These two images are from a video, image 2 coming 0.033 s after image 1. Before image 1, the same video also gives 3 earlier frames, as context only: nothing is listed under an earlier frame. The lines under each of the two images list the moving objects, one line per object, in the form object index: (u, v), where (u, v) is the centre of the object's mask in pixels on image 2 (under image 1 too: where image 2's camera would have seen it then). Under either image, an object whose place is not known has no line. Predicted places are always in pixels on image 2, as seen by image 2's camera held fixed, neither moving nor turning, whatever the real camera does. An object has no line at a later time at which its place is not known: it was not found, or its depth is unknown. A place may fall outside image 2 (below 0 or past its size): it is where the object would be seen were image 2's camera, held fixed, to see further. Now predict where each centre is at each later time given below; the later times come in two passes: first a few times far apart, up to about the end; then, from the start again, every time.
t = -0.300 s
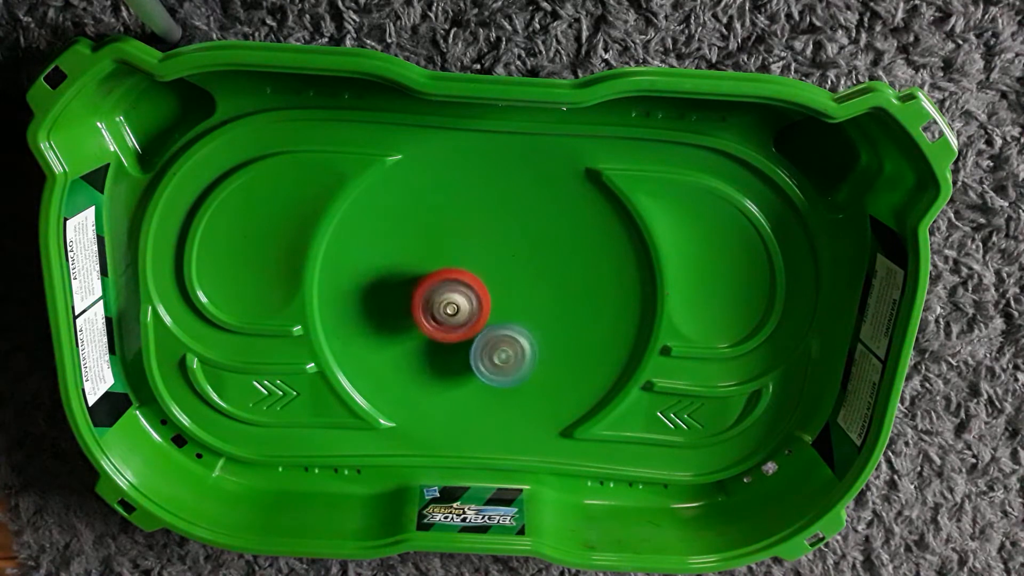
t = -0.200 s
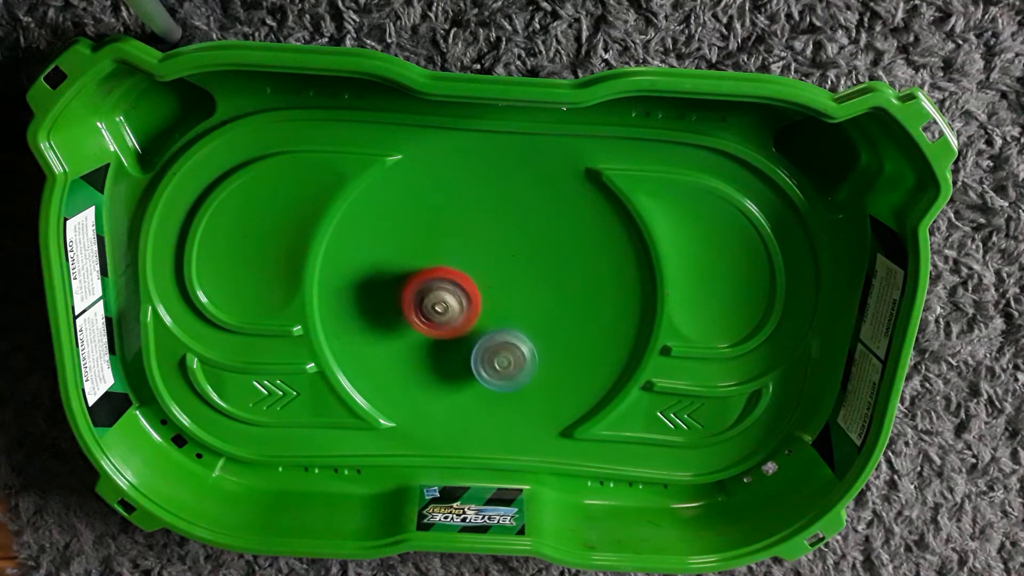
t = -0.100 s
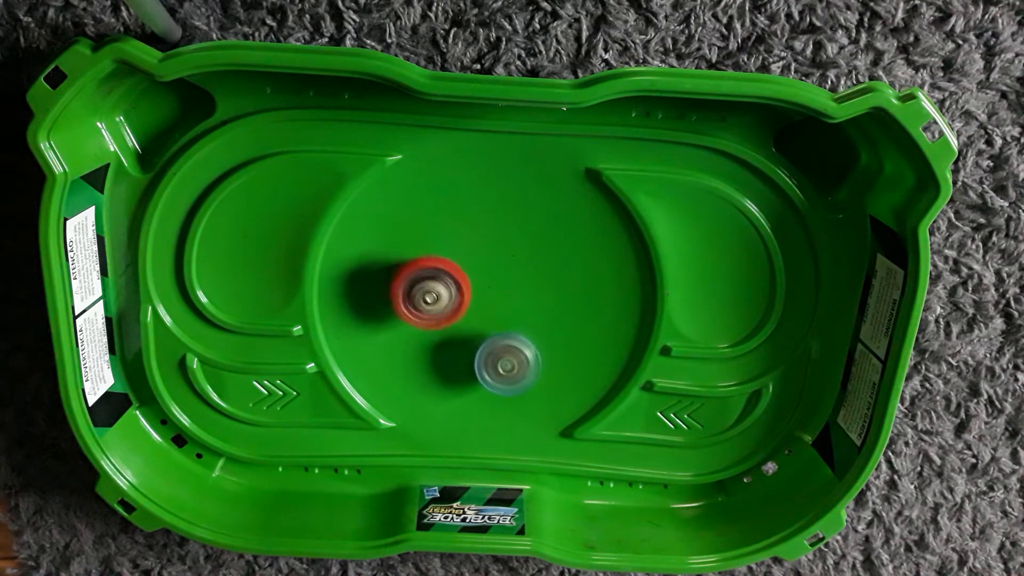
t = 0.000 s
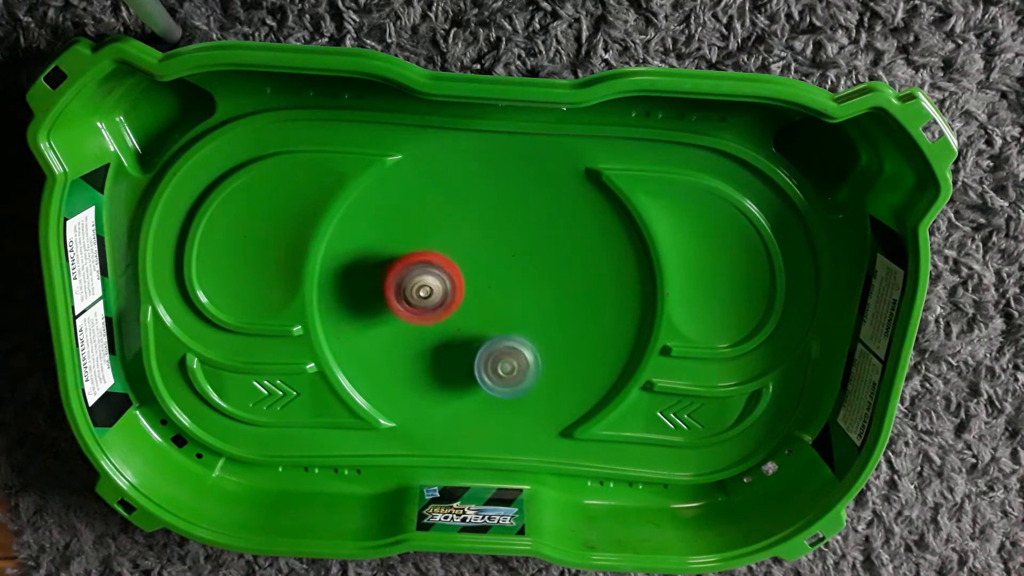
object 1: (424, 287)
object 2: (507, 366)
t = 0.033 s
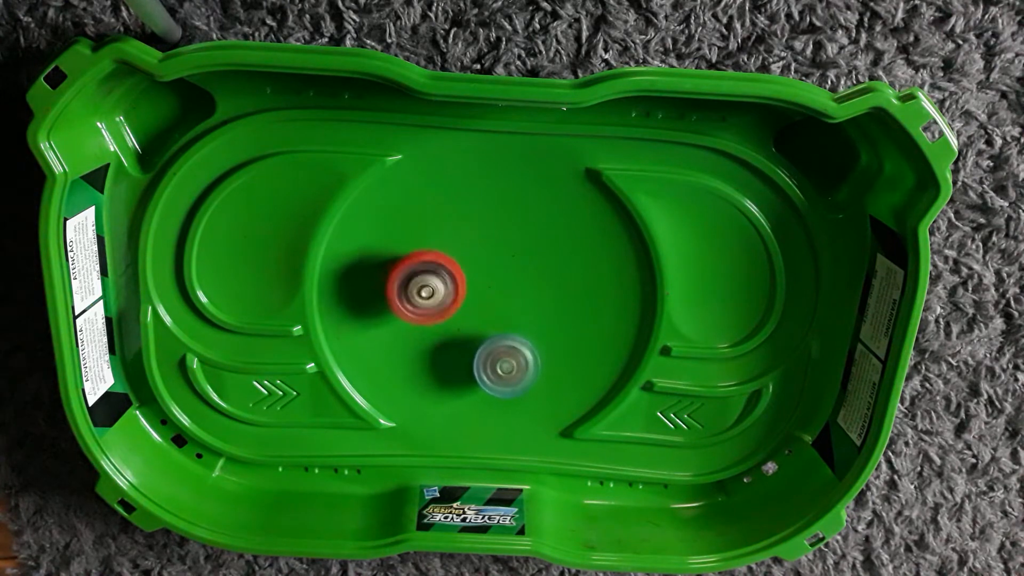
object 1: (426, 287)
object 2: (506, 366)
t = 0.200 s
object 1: (439, 297)
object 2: (500, 361)
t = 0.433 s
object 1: (454, 296)
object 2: (504, 364)
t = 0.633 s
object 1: (459, 284)
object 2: (508, 370)
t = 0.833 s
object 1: (473, 291)
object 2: (504, 364)
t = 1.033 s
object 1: (482, 292)
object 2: (503, 359)
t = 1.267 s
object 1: (487, 287)
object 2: (504, 357)
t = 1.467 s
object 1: (485, 284)
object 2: (504, 358)
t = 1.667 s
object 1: (483, 292)
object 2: (500, 359)
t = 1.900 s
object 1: (471, 285)
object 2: (497, 368)
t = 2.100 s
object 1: (464, 292)
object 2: (492, 363)
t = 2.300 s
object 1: (452, 296)
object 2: (498, 366)
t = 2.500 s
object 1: (449, 304)
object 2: (503, 369)
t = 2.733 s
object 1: (452, 320)
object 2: (509, 366)
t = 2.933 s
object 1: (449, 318)
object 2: (521, 368)
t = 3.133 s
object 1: (458, 322)
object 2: (524, 360)
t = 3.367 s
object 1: (453, 313)
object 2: (527, 361)
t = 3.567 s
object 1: (448, 307)
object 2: (526, 355)
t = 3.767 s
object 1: (454, 311)
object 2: (521, 342)
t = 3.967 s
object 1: (445, 308)
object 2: (527, 343)
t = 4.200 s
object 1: (438, 312)
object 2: (529, 351)
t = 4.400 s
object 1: (453, 322)
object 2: (522, 347)
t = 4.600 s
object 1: (455, 324)
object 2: (532, 343)
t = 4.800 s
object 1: (463, 329)
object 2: (536, 339)
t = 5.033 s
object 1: (456, 331)
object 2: (537, 339)
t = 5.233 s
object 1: (449, 332)
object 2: (534, 334)
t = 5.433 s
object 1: (452, 338)
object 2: (526, 328)
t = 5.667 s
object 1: (448, 345)
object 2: (537, 317)
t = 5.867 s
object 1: (457, 342)
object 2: (538, 316)
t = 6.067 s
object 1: (460, 339)
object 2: (536, 316)
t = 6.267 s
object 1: (452, 339)
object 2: (535, 311)
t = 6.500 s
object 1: (455, 341)
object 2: (525, 309)
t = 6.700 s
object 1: (451, 346)
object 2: (533, 306)
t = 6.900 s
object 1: (453, 348)
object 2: (533, 310)
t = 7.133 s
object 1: (463, 346)
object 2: (525, 305)
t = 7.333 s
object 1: (454, 350)
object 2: (536, 299)
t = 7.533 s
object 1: (458, 347)
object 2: (528, 300)
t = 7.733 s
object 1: (466, 342)
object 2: (521, 288)
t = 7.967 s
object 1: (466, 339)
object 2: (518, 284)
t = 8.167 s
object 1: (465, 346)
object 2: (517, 286)
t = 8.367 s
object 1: (469, 355)
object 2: (511, 290)
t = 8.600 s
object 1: (479, 358)
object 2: (508, 287)
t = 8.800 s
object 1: (483, 353)
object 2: (504, 284)
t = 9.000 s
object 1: (487, 359)
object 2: (502, 285)
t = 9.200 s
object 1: (488, 358)
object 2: (496, 286)
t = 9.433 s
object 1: (490, 367)
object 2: (500, 276)
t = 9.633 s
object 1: (490, 359)
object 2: (494, 287)
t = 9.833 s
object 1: (488, 371)
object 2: (492, 276)
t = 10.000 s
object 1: (491, 377)
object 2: (492, 270)
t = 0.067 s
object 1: (425, 288)
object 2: (505, 365)
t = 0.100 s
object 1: (428, 289)
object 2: (504, 365)
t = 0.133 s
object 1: (431, 291)
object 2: (503, 363)
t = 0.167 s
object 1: (434, 293)
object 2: (501, 362)
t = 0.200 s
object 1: (439, 297)
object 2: (500, 361)
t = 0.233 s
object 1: (442, 300)
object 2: (499, 359)
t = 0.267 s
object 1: (447, 303)
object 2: (498, 356)
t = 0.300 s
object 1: (450, 305)
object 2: (497, 357)
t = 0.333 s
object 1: (451, 306)
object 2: (497, 358)
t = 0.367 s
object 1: (453, 303)
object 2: (500, 359)
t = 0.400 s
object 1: (453, 300)
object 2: (503, 363)
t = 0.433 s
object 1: (454, 296)
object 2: (504, 364)
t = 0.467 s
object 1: (453, 293)
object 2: (506, 365)
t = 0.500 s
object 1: (455, 290)
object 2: (506, 367)
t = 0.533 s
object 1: (455, 288)
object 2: (507, 368)
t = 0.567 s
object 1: (457, 286)
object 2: (507, 369)
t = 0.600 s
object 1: (459, 285)
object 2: (507, 369)
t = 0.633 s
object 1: (459, 284)
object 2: (508, 370)
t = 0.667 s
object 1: (462, 284)
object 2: (507, 370)
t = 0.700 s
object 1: (463, 285)
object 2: (507, 370)
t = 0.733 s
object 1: (466, 285)
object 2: (506, 369)
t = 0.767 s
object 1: (468, 287)
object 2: (506, 367)
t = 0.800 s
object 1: (470, 289)
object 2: (504, 366)
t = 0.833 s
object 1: (473, 291)
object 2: (504, 364)
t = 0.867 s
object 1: (475, 293)
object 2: (503, 362)
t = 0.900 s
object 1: (479, 296)
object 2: (502, 360)
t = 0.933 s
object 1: (480, 296)
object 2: (502, 360)
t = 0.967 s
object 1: (481, 295)
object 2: (501, 360)
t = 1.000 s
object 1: (481, 294)
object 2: (503, 360)
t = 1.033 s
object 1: (482, 292)
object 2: (503, 359)
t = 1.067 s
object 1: (484, 290)
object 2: (504, 358)
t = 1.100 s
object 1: (484, 289)
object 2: (504, 358)
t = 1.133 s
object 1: (487, 289)
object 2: (504, 356)
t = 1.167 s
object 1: (486, 289)
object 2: (504, 356)
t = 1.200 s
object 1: (489, 289)
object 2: (504, 355)
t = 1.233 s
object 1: (488, 289)
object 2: (504, 355)
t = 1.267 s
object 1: (487, 287)
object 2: (504, 357)
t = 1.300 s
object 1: (488, 286)
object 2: (505, 357)
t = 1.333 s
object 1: (487, 283)
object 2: (505, 358)
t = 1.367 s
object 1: (486, 284)
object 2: (504, 358)
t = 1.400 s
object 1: (487, 283)
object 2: (504, 359)
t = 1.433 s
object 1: (486, 284)
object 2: (504, 359)
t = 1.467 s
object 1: (485, 284)
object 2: (504, 358)
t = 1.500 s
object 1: (485, 286)
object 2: (503, 359)
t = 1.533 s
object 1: (484, 288)
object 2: (502, 358)
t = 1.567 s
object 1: (484, 290)
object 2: (501, 357)
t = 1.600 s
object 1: (482, 290)
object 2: (500, 359)
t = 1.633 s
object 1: (482, 292)
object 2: (500, 359)
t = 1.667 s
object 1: (483, 292)
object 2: (500, 359)
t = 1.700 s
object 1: (481, 293)
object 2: (498, 359)
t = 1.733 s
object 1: (479, 293)
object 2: (498, 360)
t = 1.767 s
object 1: (477, 290)
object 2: (498, 364)
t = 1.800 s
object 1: (476, 289)
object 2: (498, 366)
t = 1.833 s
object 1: (474, 285)
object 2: (498, 366)
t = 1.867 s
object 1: (471, 285)
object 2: (497, 369)
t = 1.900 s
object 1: (471, 285)
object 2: (497, 368)
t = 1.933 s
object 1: (469, 284)
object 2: (496, 368)
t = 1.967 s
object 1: (467, 285)
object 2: (496, 369)
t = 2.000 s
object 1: (467, 287)
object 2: (494, 367)
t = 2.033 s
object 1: (465, 287)
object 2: (493, 367)
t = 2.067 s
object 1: (464, 291)
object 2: (493, 365)
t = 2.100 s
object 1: (464, 292)
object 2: (492, 363)
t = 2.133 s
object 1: (463, 296)
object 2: (491, 361)
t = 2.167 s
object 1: (462, 298)
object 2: (491, 360)
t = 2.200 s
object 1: (459, 300)
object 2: (491, 361)
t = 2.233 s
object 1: (456, 299)
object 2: (494, 363)
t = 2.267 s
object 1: (455, 299)
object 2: (495, 364)
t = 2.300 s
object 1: (452, 296)
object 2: (498, 366)
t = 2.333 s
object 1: (449, 299)
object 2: (498, 366)
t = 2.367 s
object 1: (450, 298)
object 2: (500, 368)
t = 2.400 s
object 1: (448, 299)
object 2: (501, 368)
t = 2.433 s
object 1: (447, 301)
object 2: (502, 369)
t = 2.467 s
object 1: (447, 303)
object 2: (503, 369)
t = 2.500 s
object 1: (449, 304)
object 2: (503, 369)
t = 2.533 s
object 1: (448, 307)
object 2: (504, 368)
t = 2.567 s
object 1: (451, 310)
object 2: (505, 367)
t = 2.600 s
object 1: (452, 312)
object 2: (504, 367)
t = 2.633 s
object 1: (455, 315)
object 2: (505, 365)
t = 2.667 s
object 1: (455, 317)
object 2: (506, 366)
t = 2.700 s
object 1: (454, 319)
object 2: (507, 367)
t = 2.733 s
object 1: (452, 320)
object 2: (509, 366)
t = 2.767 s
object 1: (453, 319)
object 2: (511, 367)
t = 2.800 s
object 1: (451, 317)
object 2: (515, 368)
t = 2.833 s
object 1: (449, 319)
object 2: (515, 368)
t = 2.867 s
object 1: (451, 319)
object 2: (518, 368)
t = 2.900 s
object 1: (450, 317)
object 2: (520, 368)
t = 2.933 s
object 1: (449, 318)
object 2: (521, 368)
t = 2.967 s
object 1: (451, 320)
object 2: (523, 367)
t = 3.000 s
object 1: (453, 319)
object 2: (523, 367)
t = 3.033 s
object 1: (452, 319)
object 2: (524, 365)
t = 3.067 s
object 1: (455, 322)
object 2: (524, 363)
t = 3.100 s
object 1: (457, 321)
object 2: (524, 363)
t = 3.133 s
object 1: (458, 322)
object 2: (524, 360)
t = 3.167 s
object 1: (461, 324)
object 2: (524, 359)
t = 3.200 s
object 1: (462, 323)
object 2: (523, 359)
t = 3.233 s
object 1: (461, 321)
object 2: (523, 359)
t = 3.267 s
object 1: (458, 320)
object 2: (525, 360)
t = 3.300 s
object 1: (459, 318)
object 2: (525, 360)
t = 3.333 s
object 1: (456, 314)
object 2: (528, 360)
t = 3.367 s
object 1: (453, 313)
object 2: (527, 361)
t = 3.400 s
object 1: (453, 312)
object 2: (528, 360)
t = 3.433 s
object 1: (451, 310)
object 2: (528, 359)
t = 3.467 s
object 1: (449, 308)
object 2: (528, 360)
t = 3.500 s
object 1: (448, 308)
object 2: (526, 358)
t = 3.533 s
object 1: (449, 307)
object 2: (527, 357)
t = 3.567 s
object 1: (448, 307)
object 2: (526, 355)
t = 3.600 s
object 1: (448, 307)
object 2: (524, 354)
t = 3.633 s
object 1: (450, 307)
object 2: (523, 350)
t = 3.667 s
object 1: (450, 308)
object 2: (522, 350)
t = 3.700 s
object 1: (451, 309)
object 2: (521, 346)
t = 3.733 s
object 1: (454, 311)
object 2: (519, 344)
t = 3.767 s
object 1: (454, 311)
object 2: (521, 342)
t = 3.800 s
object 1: (454, 312)
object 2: (520, 342)
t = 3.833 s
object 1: (453, 312)
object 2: (519, 342)
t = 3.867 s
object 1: (453, 312)
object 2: (520, 341)
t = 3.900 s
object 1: (448, 310)
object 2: (525, 342)
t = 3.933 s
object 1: (445, 310)
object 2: (527, 344)
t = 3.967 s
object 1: (445, 308)
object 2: (527, 343)
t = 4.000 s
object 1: (440, 307)
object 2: (531, 346)
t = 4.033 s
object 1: (439, 308)
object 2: (531, 348)
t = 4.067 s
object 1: (437, 308)
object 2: (531, 349)
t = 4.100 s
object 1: (437, 308)
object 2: (531, 348)
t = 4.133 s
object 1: (435, 309)
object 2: (533, 350)
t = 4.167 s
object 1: (436, 312)
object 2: (530, 352)
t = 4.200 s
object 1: (438, 312)
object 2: (529, 351)
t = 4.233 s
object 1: (438, 313)
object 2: (529, 350)
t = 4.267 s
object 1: (441, 315)
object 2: (529, 351)
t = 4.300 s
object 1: (443, 317)
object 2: (523, 350)
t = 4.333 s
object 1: (448, 319)
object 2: (523, 348)
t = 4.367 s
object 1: (450, 319)
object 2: (521, 347)
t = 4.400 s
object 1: (453, 322)
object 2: (522, 347)
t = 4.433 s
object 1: (452, 324)
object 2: (522, 348)
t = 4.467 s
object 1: (454, 326)
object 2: (524, 347)
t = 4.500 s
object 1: (454, 325)
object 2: (527, 347)
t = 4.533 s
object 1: (452, 326)
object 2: (527, 345)
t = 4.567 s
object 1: (455, 327)
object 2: (528, 343)
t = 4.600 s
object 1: (455, 324)
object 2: (532, 343)
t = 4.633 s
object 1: (454, 325)
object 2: (533, 343)
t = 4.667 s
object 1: (456, 326)
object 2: (534, 342)
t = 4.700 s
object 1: (458, 327)
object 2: (534, 341)
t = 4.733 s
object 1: (460, 326)
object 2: (536, 340)
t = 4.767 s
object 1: (460, 326)
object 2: (535, 340)
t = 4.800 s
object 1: (463, 329)
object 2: (536, 339)
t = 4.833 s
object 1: (463, 328)
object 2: (537, 340)
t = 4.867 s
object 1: (462, 328)
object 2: (536, 340)
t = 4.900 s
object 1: (463, 328)
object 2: (536, 338)
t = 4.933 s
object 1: (462, 328)
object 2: (537, 336)
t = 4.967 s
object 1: (462, 329)
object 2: (537, 338)
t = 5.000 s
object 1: (460, 329)
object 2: (537, 339)
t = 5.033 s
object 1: (456, 331)
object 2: (537, 339)
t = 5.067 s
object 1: (456, 331)
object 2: (536, 338)
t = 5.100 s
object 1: (454, 330)
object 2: (538, 336)
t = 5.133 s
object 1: (450, 330)
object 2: (538, 338)
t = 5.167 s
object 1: (448, 333)
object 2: (536, 337)
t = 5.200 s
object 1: (449, 333)
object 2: (535, 336)
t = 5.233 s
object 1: (449, 332)
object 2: (534, 334)
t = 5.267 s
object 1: (447, 333)
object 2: (534, 335)
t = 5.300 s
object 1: (447, 336)
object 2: (530, 333)
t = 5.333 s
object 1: (450, 336)
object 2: (531, 331)
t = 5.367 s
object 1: (451, 335)
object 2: (529, 331)
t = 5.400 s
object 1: (451, 337)
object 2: (528, 330)
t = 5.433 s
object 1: (452, 338)
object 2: (526, 328)
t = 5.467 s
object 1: (450, 342)
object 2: (530, 326)
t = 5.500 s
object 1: (450, 343)
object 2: (531, 324)
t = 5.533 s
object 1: (449, 343)
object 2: (532, 321)
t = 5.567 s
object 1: (447, 343)
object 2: (535, 319)
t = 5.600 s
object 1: (445, 345)
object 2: (537, 319)
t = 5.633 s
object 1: (447, 347)
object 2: (537, 319)
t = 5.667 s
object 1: (448, 345)
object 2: (537, 317)
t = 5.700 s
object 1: (447, 345)
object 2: (539, 316)
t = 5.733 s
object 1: (448, 347)
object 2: (540, 317)
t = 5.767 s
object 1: (451, 346)
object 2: (538, 317)
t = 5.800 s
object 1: (454, 345)
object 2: (539, 316)
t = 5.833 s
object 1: (457, 343)
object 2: (539, 316)
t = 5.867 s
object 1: (457, 342)
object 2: (538, 316)
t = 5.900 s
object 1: (460, 341)
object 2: (535, 317)
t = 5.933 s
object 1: (464, 339)
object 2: (535, 315)
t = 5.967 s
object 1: (464, 338)
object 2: (535, 315)
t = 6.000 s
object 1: (464, 338)
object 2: (536, 317)
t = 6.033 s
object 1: (462, 338)
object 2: (536, 316)
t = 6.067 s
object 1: (460, 339)
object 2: (536, 316)
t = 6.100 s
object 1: (460, 338)
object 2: (535, 314)
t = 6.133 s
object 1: (457, 336)
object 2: (537, 313)
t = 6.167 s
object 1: (453, 338)
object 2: (538, 314)
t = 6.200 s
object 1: (454, 340)
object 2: (536, 314)
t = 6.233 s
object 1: (454, 339)
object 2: (535, 313)
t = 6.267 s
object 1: (452, 339)
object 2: (535, 311)
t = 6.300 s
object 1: (451, 340)
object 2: (535, 312)
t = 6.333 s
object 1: (451, 341)
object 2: (532, 313)
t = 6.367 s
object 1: (453, 341)
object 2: (529, 311)
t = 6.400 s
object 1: (454, 340)
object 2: (528, 309)
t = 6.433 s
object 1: (453, 340)
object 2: (528, 309)
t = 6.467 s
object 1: (455, 341)
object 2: (526, 311)
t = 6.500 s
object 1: (455, 341)
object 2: (525, 309)
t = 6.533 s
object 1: (456, 342)
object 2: (526, 309)
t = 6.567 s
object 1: (455, 342)
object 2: (525, 309)
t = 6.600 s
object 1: (450, 345)
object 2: (529, 308)
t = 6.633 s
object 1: (450, 348)
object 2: (530, 308)
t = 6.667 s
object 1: (452, 348)
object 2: (530, 307)
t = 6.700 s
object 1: (451, 346)
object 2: (533, 306)
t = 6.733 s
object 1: (447, 348)
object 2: (535, 307)
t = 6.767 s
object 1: (448, 351)
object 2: (534, 307)
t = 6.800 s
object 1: (449, 353)
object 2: (534, 307)
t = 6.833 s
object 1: (453, 353)
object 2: (533, 306)
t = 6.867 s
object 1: (455, 350)
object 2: (535, 307)
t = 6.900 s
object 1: (453, 348)
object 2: (533, 310)
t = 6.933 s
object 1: (453, 349)
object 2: (529, 310)
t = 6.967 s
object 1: (458, 349)
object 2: (528, 309)
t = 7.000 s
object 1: (463, 347)
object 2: (527, 308)
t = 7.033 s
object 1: (462, 346)
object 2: (530, 309)
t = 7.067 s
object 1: (462, 346)
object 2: (529, 309)
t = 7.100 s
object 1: (462, 347)
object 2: (527, 308)
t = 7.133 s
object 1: (463, 346)
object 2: (525, 305)
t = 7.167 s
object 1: (459, 346)
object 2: (532, 301)
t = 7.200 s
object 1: (456, 349)
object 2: (534, 302)
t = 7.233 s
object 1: (457, 351)
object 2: (532, 301)
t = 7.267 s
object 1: (458, 350)
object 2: (532, 299)
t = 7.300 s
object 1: (456, 349)
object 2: (534, 298)
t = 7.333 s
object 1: (454, 350)
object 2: (536, 299)
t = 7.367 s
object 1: (454, 351)
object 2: (533, 299)
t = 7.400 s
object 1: (456, 353)
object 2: (532, 298)
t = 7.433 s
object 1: (460, 352)
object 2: (531, 297)
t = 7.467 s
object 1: (461, 347)
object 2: (532, 297)
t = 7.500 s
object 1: (458, 345)
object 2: (531, 298)
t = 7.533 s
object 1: (458, 347)
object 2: (528, 300)
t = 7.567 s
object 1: (463, 347)
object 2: (524, 298)
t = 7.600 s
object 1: (466, 345)
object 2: (522, 296)
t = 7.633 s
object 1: (466, 343)
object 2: (526, 294)
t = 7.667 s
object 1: (466, 342)
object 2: (524, 293)
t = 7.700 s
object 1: (465, 342)
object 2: (521, 291)
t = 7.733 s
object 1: (466, 342)
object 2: (521, 288)
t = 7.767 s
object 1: (467, 340)
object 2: (522, 287)
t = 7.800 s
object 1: (466, 338)
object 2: (521, 287)
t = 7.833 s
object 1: (465, 339)
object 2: (522, 287)
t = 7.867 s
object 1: (465, 341)
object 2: (521, 286)
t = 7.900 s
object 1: (467, 342)
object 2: (520, 286)
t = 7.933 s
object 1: (468, 341)
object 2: (519, 285)
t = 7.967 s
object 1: (466, 339)
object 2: (518, 284)
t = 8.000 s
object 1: (463, 340)
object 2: (520, 284)
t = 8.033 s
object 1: (463, 343)
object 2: (519, 286)
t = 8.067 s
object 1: (466, 345)
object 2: (516, 287)
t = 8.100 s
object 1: (468, 343)
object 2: (516, 286)
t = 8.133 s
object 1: (466, 344)
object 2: (516, 286)
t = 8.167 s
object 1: (465, 346)
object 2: (517, 286)
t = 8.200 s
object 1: (466, 348)
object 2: (516, 289)
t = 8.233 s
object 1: (467, 349)
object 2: (511, 290)
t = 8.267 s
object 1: (466, 352)
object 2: (511, 287)
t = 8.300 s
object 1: (468, 355)
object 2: (513, 286)
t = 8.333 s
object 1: (469, 354)
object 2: (514, 288)
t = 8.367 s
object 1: (469, 355)
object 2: (511, 290)
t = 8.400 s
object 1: (468, 355)
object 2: (506, 289)
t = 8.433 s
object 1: (469, 356)
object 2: (504, 287)
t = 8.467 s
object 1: (470, 358)
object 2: (504, 285)
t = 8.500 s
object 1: (475, 358)
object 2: (506, 285)
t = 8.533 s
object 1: (478, 356)
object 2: (507, 288)
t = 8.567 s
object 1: (477, 356)
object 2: (507, 287)
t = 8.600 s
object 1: (479, 358)
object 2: (508, 287)
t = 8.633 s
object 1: (481, 359)
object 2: (505, 287)
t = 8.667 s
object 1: (484, 358)
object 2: (503, 286)
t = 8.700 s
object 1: (484, 355)
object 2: (502, 284)
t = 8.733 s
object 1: (483, 354)
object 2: (502, 282)
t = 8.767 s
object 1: (482, 353)
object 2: (503, 283)
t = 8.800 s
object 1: (483, 353)
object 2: (504, 284)
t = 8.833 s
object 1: (485, 353)
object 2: (502, 286)
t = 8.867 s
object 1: (486, 354)
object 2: (499, 285)
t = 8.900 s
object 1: (489, 356)
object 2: (499, 282)
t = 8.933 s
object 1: (490, 357)
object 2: (500, 281)
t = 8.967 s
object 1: (489, 357)
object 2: (503, 281)
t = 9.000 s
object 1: (487, 359)
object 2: (502, 285)
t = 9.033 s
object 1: (485, 360)
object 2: (498, 286)
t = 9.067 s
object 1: (484, 363)
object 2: (493, 286)
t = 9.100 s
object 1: (486, 366)
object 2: (493, 284)
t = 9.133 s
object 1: (490, 365)
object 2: (494, 283)
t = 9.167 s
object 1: (491, 361)
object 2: (495, 284)
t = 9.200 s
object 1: (488, 358)
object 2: (496, 286)
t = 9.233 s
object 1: (486, 361)
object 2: (495, 285)
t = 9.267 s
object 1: (487, 368)
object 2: (496, 280)
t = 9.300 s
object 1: (493, 371)
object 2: (499, 279)
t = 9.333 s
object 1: (498, 370)
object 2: (499, 279)
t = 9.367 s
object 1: (497, 367)
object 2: (497, 278)
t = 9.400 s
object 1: (493, 365)
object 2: (498, 276)
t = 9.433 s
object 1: (490, 367)
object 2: (500, 276)
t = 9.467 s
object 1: (491, 370)
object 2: (500, 277)
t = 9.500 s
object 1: (493, 371)
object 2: (500, 279)
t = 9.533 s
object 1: (497, 369)
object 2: (498, 281)
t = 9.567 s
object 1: (496, 365)
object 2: (496, 283)
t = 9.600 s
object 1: (494, 361)
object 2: (494, 284)
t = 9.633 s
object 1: (490, 359)
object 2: (494, 287)
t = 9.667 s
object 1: (488, 361)
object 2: (495, 289)
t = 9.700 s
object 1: (487, 362)
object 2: (493, 291)
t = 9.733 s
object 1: (488, 363)
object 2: (491, 291)
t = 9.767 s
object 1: (489, 362)
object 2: (490, 290)
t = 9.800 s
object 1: (488, 366)
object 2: (490, 282)
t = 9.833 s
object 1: (488, 371)
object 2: (492, 276)
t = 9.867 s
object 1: (490, 374)
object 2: (491, 275)
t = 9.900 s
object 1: (491, 376)
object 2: (490, 273)
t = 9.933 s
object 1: (491, 377)
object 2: (489, 272)
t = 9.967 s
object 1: (491, 377)
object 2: (490, 271)
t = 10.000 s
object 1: (491, 377)
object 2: (492, 270)
